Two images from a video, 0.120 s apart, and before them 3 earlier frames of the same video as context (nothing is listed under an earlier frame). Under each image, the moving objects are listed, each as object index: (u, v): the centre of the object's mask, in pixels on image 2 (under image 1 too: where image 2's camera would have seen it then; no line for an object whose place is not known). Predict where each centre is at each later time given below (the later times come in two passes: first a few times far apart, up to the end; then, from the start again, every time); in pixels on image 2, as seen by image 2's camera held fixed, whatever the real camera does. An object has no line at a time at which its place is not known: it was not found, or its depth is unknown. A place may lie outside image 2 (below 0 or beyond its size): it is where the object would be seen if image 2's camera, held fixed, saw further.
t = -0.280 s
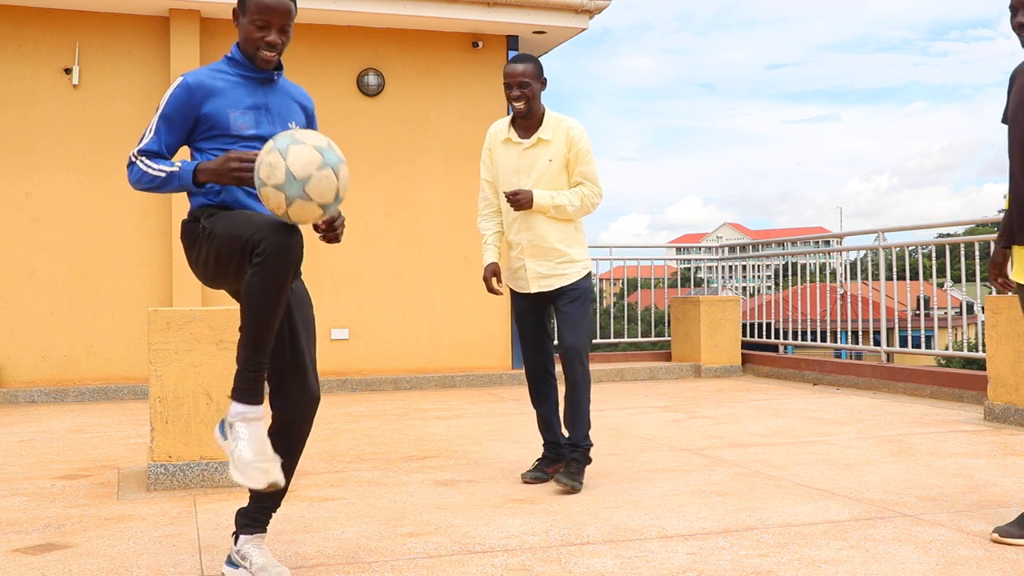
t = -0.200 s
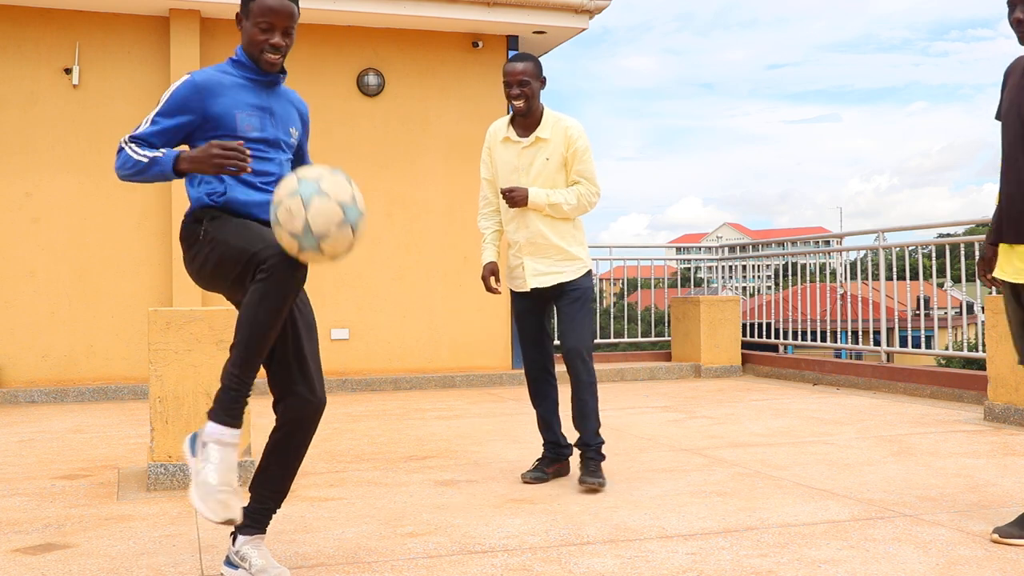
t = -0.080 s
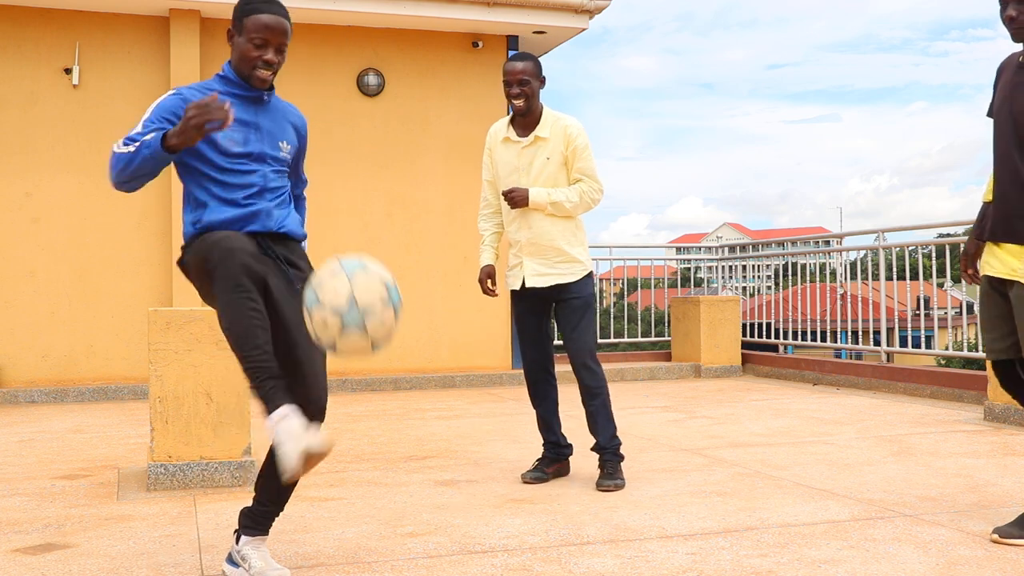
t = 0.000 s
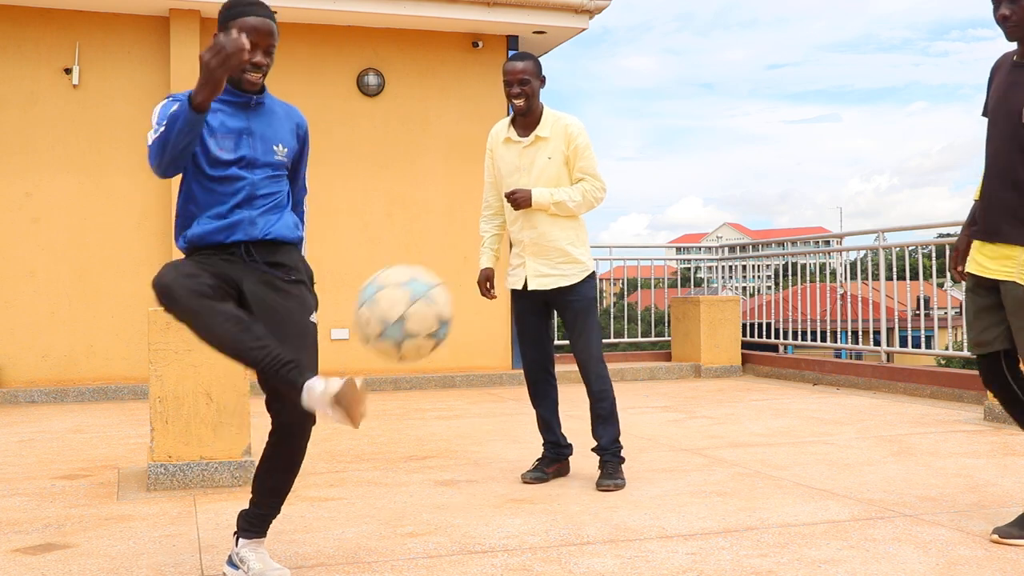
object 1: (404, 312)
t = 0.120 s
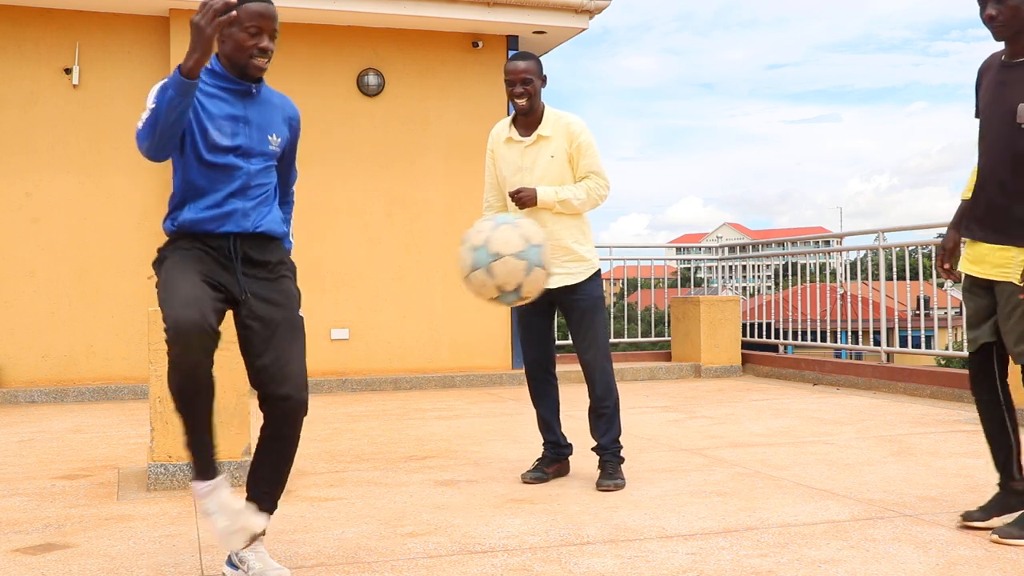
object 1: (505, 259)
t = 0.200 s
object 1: (571, 259)
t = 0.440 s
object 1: (745, 402)
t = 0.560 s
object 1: (821, 542)
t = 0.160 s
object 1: (539, 255)
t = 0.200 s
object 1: (571, 259)
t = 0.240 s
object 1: (602, 268)
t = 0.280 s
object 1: (632, 283)
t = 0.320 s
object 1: (661, 304)
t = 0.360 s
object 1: (689, 330)
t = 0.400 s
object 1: (718, 363)
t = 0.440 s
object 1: (745, 402)
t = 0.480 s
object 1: (771, 448)
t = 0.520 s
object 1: (796, 498)
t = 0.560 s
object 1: (821, 542)
